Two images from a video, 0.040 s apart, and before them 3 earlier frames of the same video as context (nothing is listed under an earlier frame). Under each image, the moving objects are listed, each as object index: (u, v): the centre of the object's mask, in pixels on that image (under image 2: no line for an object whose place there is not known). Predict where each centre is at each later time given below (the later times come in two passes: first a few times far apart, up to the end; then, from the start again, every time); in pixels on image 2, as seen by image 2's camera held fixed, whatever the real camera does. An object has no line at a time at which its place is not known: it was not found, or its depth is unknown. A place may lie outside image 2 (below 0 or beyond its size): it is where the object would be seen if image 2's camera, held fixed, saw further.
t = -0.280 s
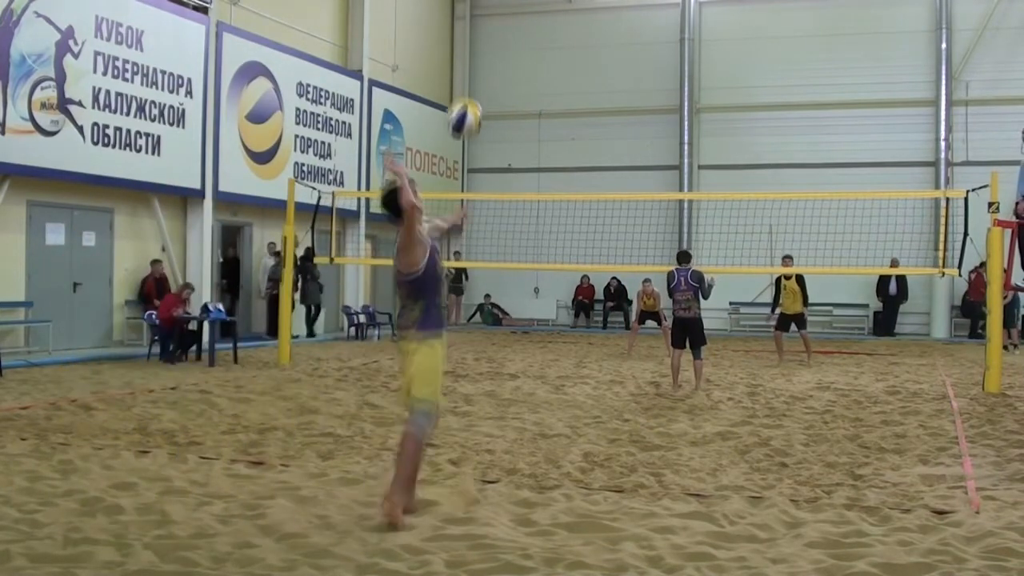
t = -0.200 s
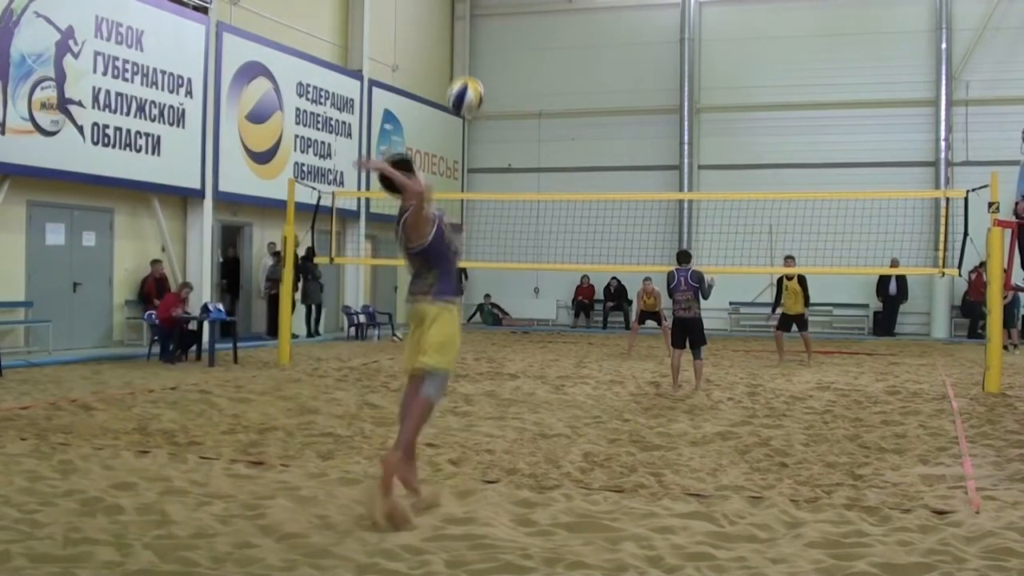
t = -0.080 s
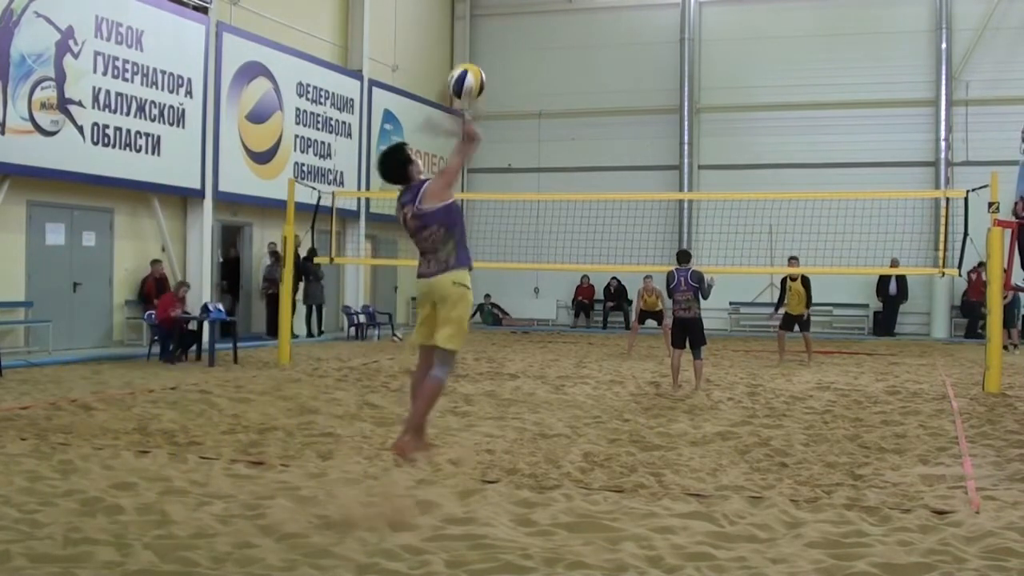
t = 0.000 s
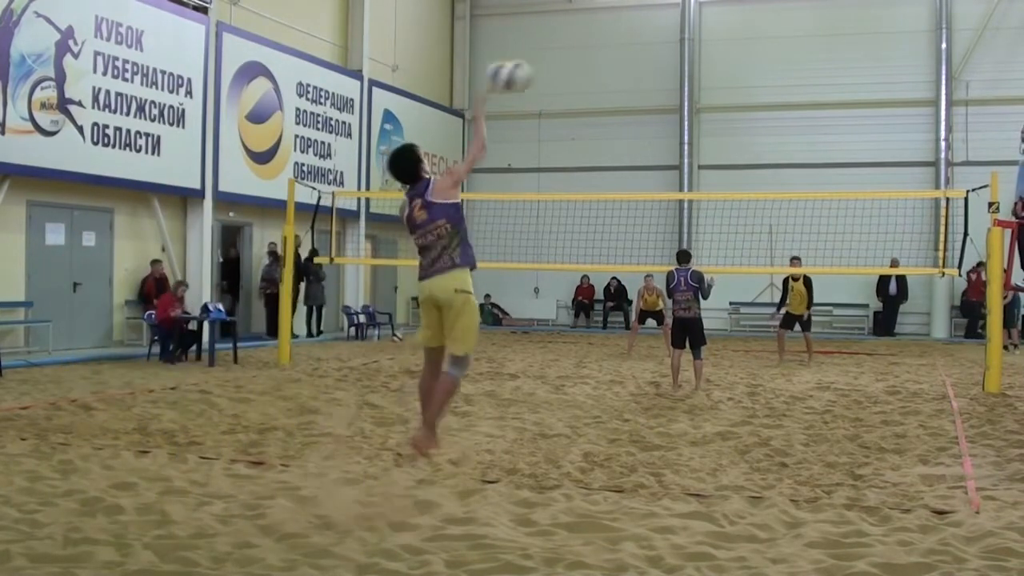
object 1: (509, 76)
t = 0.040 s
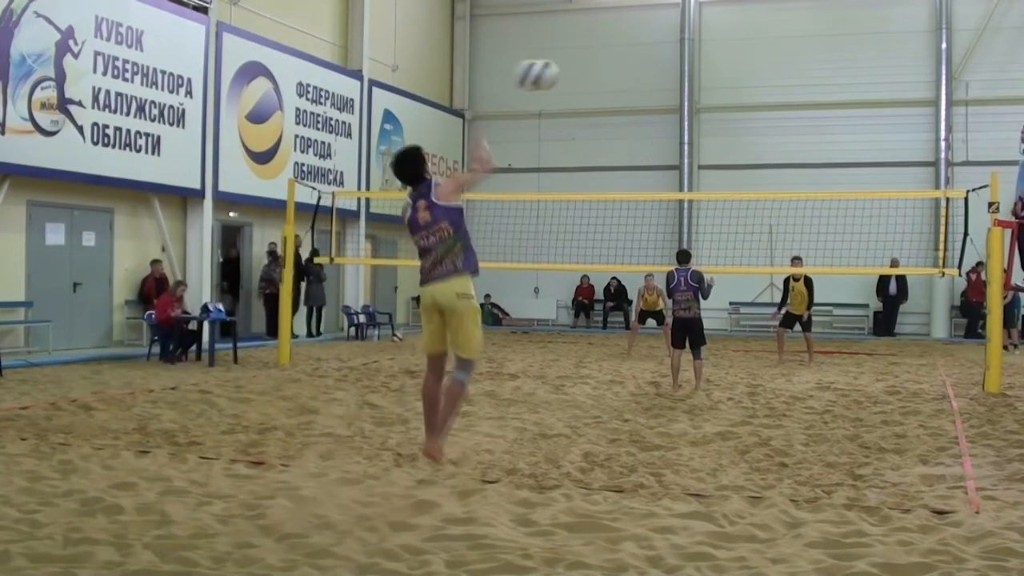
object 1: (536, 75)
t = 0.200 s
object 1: (618, 83)
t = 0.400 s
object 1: (677, 116)
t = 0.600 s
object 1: (712, 161)
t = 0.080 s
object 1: (561, 75)
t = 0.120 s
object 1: (583, 76)
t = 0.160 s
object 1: (602, 79)
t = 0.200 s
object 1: (618, 83)
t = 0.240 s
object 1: (633, 87)
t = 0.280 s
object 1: (647, 93)
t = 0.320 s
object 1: (659, 99)
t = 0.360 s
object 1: (669, 108)
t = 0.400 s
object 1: (677, 116)
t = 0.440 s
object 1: (686, 125)
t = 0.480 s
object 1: (695, 134)
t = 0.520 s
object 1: (701, 142)
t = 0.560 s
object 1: (707, 152)
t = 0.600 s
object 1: (712, 161)
